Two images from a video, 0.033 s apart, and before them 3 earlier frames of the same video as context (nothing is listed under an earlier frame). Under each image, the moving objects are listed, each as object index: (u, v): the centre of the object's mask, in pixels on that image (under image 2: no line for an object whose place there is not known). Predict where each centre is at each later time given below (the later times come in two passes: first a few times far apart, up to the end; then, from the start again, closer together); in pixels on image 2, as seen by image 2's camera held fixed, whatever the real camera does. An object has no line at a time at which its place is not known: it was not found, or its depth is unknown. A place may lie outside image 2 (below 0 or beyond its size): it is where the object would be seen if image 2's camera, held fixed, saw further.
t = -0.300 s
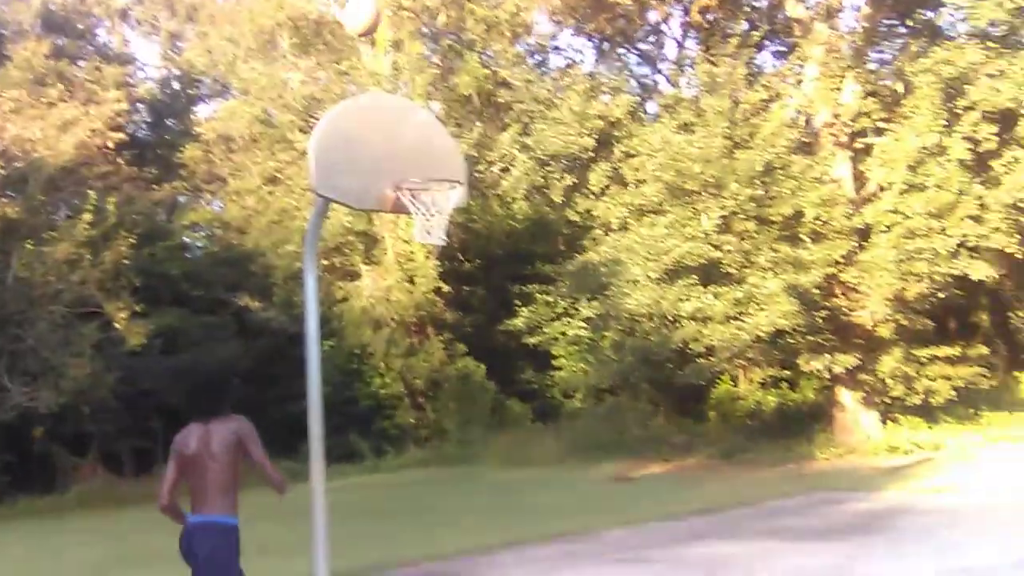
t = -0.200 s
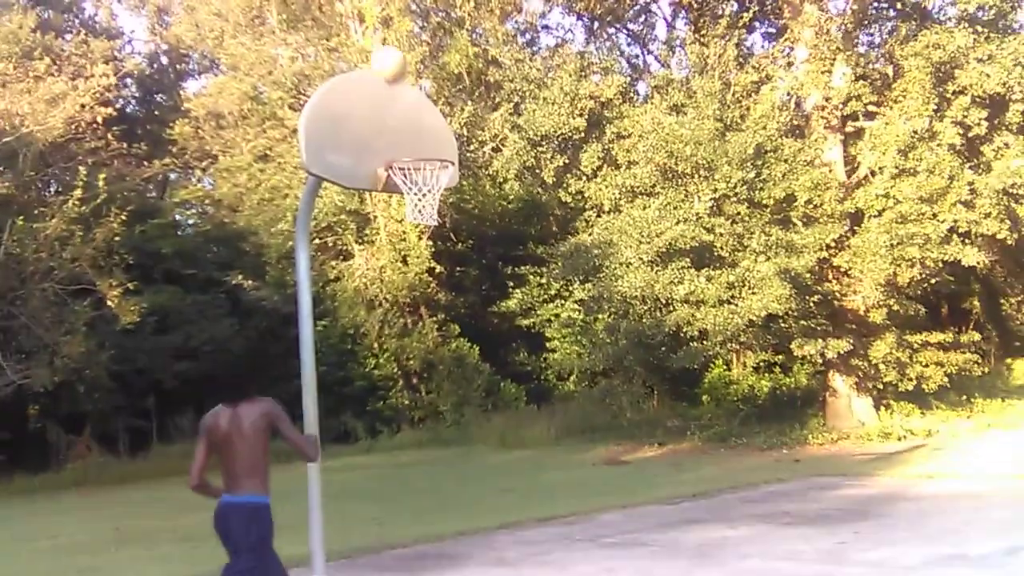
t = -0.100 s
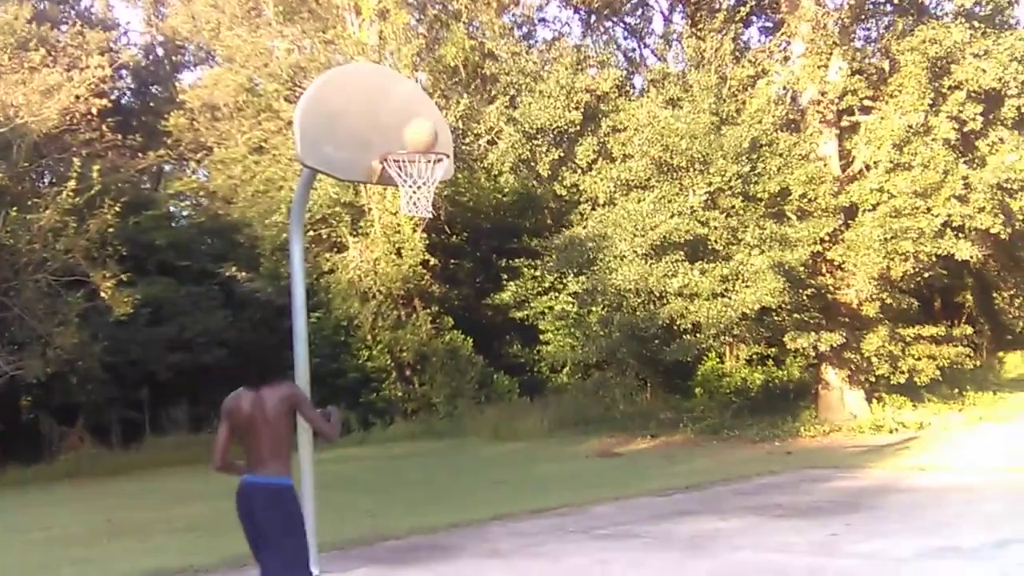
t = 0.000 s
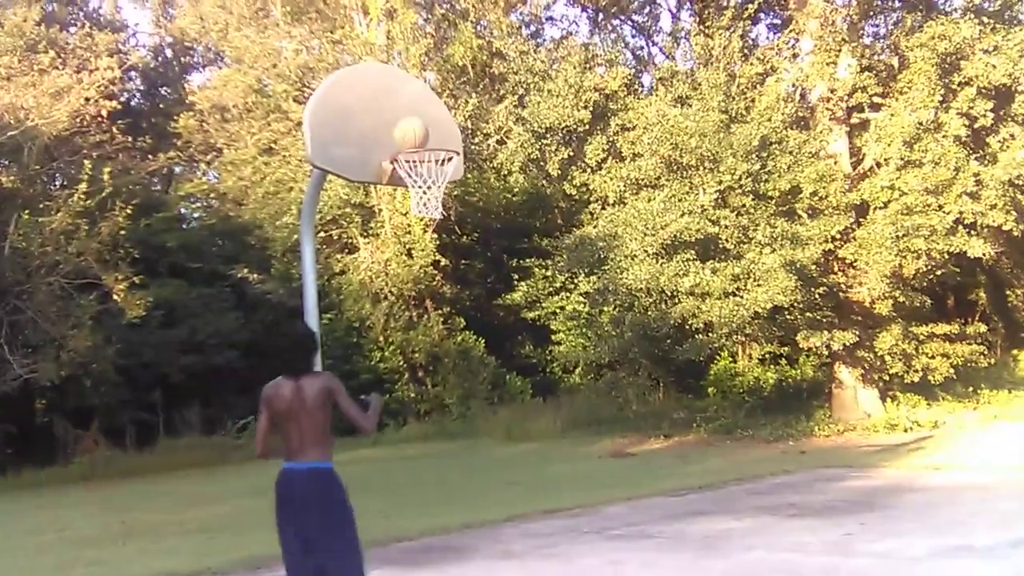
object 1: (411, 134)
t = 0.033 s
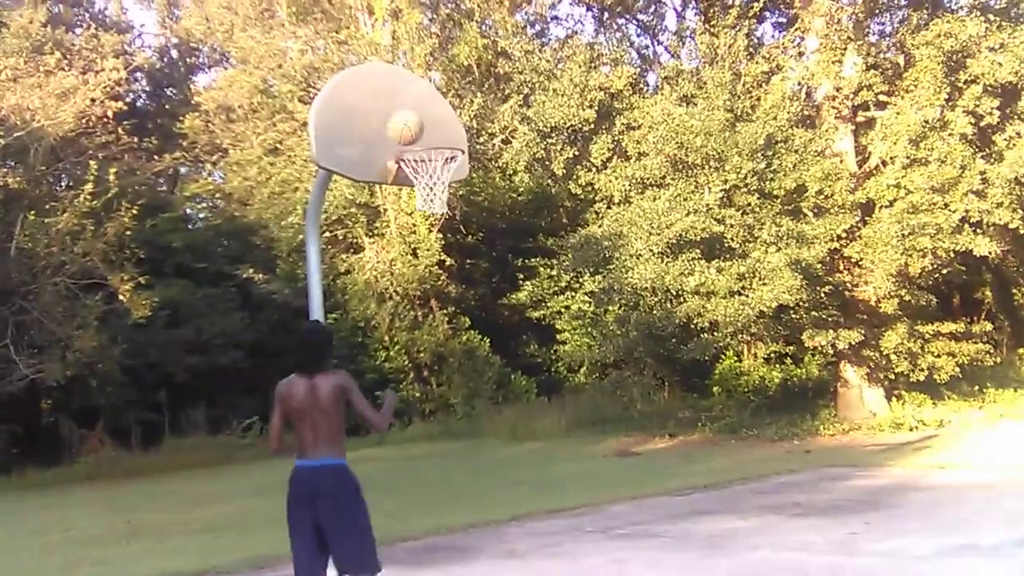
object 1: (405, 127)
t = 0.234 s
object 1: (342, 106)
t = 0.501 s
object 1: (250, 182)
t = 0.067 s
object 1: (398, 121)
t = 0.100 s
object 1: (389, 114)
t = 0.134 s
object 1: (378, 110)
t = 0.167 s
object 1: (366, 107)
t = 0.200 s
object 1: (354, 106)
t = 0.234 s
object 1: (342, 106)
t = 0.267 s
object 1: (330, 109)
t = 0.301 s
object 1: (319, 113)
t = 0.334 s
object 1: (309, 119)
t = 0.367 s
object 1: (300, 127)
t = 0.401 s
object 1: (288, 139)
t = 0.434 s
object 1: (275, 151)
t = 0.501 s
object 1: (250, 182)
